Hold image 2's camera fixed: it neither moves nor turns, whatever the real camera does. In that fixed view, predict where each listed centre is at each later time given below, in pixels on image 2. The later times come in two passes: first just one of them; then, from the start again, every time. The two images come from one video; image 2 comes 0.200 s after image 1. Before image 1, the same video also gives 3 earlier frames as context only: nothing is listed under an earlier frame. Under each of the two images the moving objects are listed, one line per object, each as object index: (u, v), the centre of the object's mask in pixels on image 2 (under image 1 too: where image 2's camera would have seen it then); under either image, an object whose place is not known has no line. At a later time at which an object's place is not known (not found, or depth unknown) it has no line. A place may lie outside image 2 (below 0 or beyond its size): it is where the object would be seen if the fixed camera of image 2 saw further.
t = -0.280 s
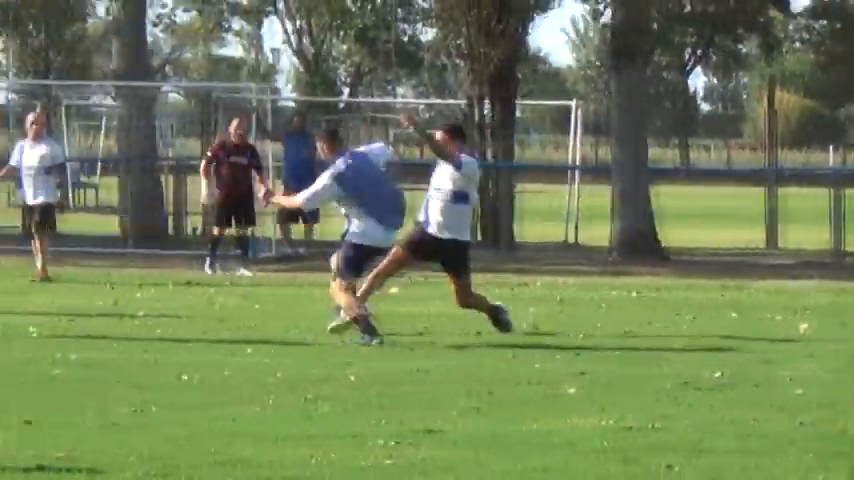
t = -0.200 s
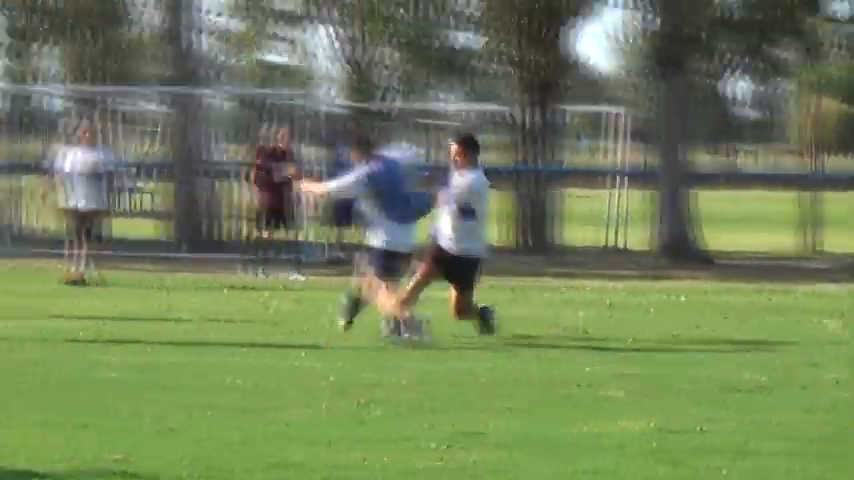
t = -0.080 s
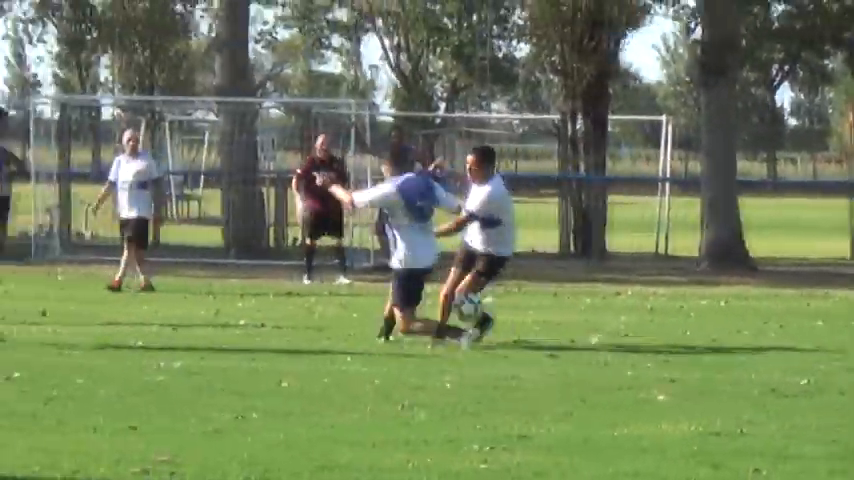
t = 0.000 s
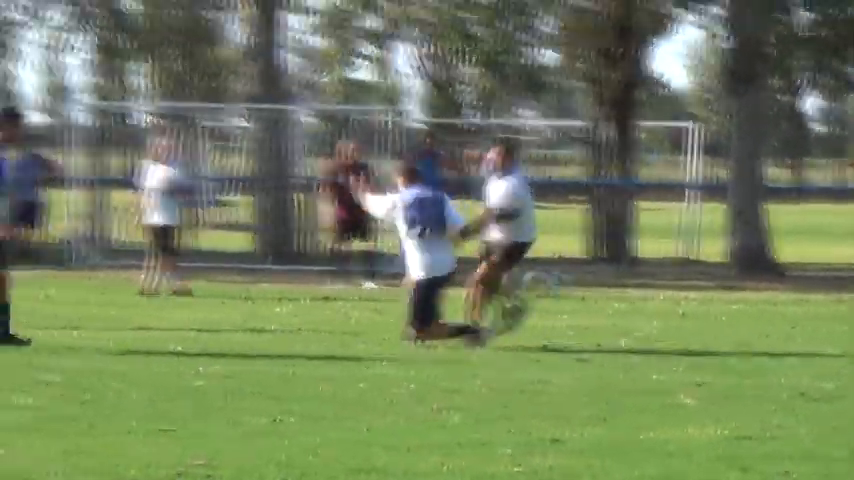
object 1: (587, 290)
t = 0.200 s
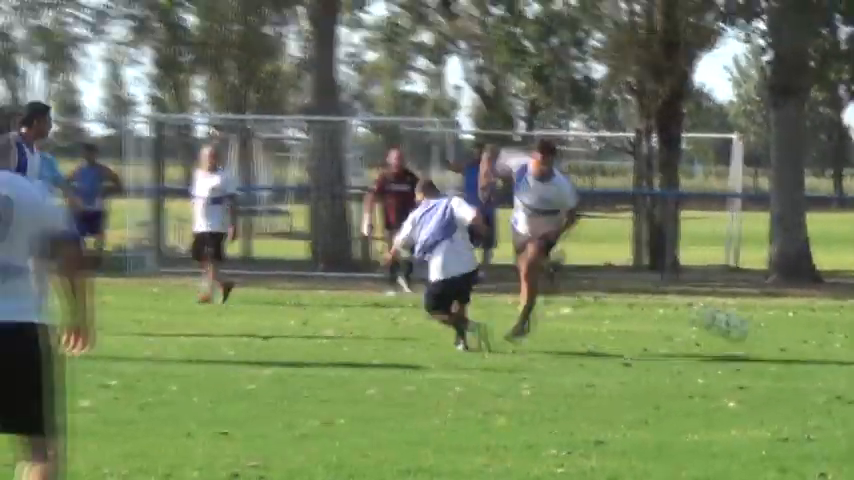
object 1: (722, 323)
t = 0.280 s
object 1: (778, 350)
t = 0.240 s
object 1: (760, 340)
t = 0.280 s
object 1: (778, 350)
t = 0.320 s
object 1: (793, 349)
